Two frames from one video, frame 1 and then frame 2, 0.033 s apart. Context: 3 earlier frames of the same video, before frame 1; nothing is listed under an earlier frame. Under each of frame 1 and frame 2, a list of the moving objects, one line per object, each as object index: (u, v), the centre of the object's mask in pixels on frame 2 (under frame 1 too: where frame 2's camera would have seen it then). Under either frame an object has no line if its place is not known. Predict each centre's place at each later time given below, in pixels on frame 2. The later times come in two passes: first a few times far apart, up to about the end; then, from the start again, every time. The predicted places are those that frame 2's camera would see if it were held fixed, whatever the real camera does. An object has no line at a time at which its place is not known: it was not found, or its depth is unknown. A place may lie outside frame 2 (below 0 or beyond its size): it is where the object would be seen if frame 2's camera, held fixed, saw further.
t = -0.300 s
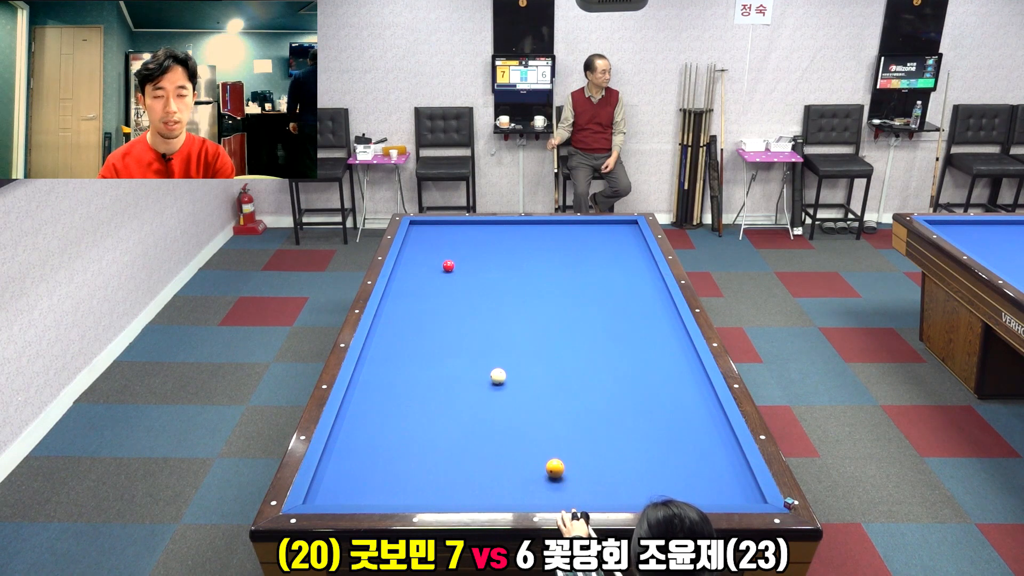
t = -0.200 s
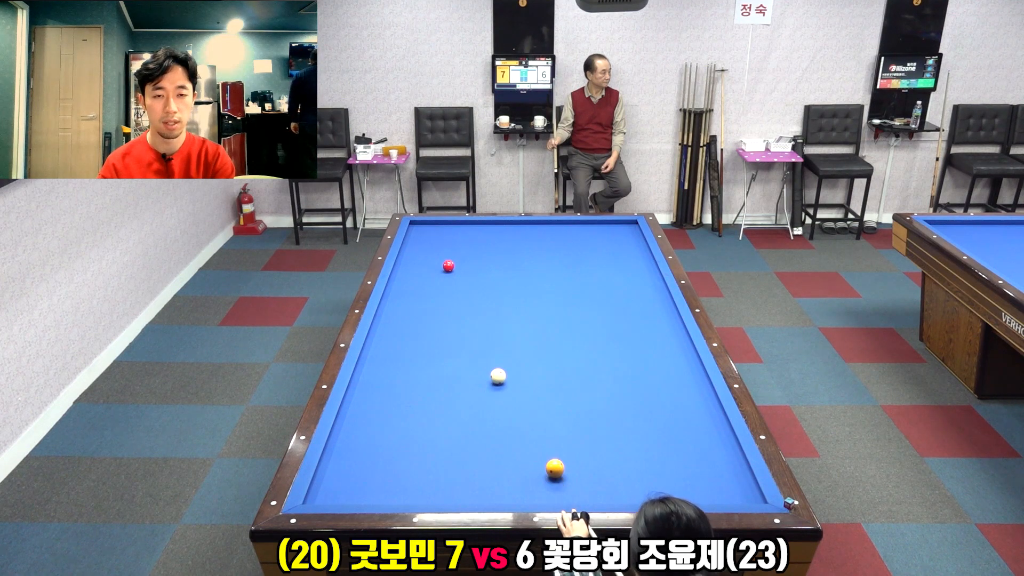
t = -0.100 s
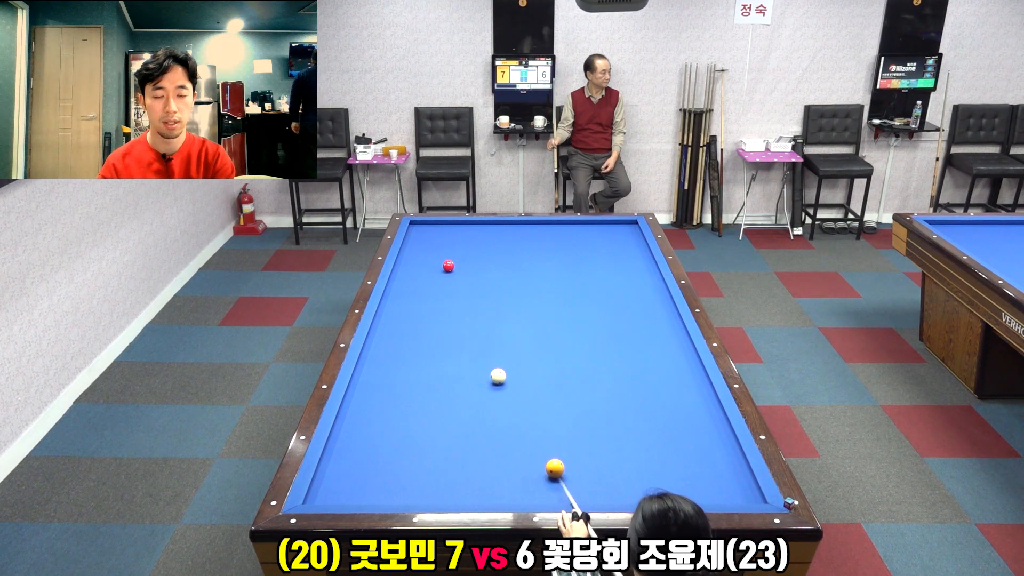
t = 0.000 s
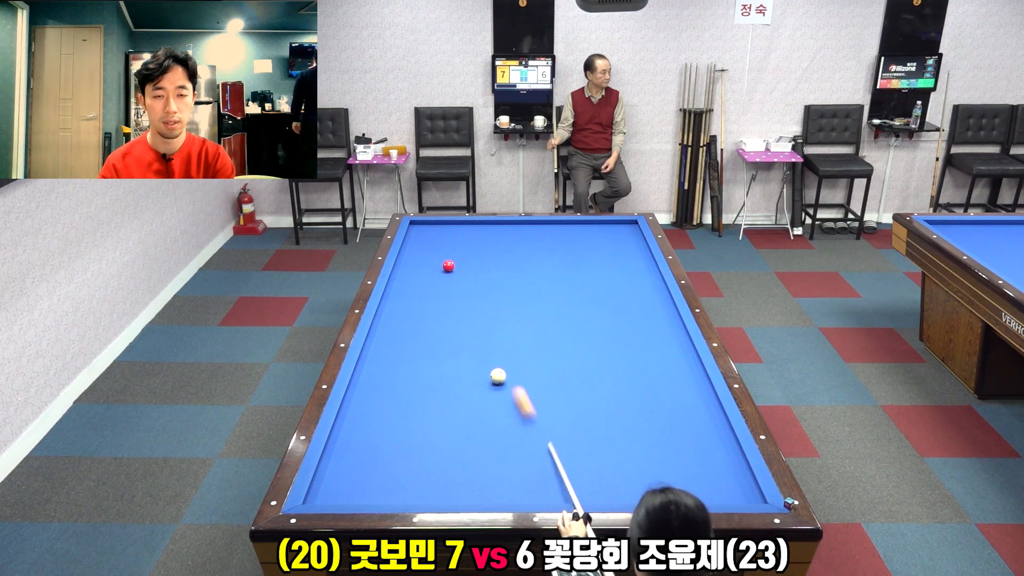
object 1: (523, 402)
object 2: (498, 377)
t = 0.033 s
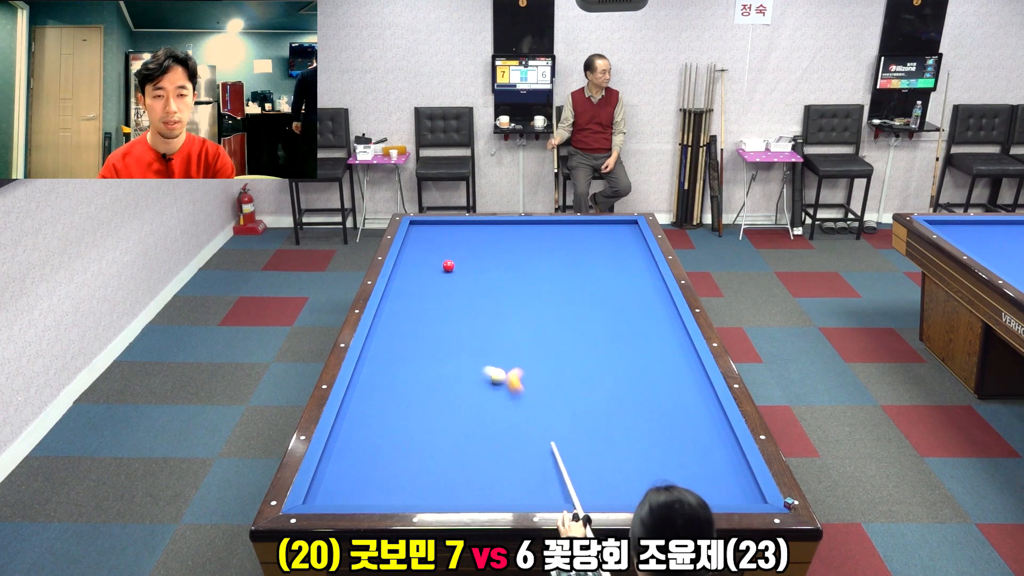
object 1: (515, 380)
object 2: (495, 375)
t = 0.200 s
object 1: (572, 322)
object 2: (386, 340)
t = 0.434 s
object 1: (621, 265)
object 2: (472, 313)
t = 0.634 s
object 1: (631, 230)
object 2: (542, 296)
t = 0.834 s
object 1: (595, 235)
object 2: (604, 282)
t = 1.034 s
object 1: (558, 257)
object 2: (650, 269)
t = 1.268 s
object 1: (513, 281)
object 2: (601, 263)
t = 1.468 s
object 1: (469, 303)
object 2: (571, 257)
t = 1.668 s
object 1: (420, 328)
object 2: (542, 252)
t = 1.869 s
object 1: (366, 357)
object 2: (515, 247)
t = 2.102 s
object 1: (394, 392)
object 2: (484, 241)
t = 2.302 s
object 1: (417, 428)
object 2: (459, 236)
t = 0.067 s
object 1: (526, 366)
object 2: (474, 367)
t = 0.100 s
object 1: (539, 354)
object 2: (450, 361)
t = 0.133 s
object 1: (551, 343)
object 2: (428, 353)
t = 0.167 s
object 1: (562, 332)
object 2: (407, 346)
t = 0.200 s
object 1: (572, 322)
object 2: (386, 340)
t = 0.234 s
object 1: (582, 312)
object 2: (378, 334)
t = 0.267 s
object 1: (590, 303)
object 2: (394, 330)
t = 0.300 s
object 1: (598, 295)
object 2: (411, 327)
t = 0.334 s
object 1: (605, 287)
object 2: (428, 323)
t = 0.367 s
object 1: (610, 279)
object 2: (443, 320)
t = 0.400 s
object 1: (616, 272)
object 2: (458, 316)
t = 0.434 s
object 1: (621, 265)
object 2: (472, 313)
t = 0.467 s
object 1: (625, 259)
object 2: (485, 310)
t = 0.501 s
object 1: (629, 252)
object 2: (497, 307)
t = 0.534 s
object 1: (633, 246)
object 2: (509, 304)
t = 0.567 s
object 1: (637, 240)
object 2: (521, 302)
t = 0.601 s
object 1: (638, 235)
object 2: (532, 299)
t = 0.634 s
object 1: (631, 230)
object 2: (542, 296)
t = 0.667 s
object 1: (624, 226)
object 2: (553, 294)
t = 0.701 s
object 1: (618, 222)
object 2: (564, 291)
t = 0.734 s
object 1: (613, 224)
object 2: (574, 289)
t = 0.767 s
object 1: (607, 228)
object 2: (584, 287)
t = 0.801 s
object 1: (601, 231)
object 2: (594, 284)
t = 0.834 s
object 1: (595, 235)
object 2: (604, 282)
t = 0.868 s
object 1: (589, 239)
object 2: (614, 280)
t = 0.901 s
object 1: (583, 243)
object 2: (623, 277)
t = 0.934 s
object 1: (577, 246)
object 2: (632, 275)
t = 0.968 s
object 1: (571, 250)
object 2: (642, 273)
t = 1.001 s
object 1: (564, 253)
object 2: (651, 270)
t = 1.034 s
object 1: (558, 257)
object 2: (650, 269)
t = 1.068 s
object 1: (552, 261)
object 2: (641, 268)
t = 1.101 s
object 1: (546, 264)
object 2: (634, 268)
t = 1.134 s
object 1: (539, 267)
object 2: (626, 267)
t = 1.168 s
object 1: (533, 270)
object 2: (619, 266)
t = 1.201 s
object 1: (526, 273)
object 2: (613, 265)
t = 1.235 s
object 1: (520, 277)
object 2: (607, 264)
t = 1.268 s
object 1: (513, 281)
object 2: (601, 263)
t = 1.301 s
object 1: (506, 284)
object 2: (596, 262)
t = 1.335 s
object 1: (499, 288)
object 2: (591, 261)
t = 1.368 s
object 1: (492, 291)
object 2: (586, 260)
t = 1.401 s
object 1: (485, 295)
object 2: (581, 259)
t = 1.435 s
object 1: (477, 299)
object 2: (576, 258)
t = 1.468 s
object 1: (469, 303)
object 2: (571, 257)
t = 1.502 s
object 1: (462, 307)
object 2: (566, 256)
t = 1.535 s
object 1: (454, 311)
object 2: (561, 256)
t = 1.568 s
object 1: (446, 315)
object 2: (556, 255)
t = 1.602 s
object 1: (437, 319)
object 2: (552, 254)
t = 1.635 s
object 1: (429, 324)
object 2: (547, 253)
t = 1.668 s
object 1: (420, 328)
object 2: (542, 252)
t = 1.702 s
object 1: (411, 333)
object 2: (538, 251)
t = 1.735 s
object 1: (402, 337)
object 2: (533, 250)
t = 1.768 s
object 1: (393, 342)
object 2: (528, 249)
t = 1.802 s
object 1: (383, 347)
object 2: (524, 249)
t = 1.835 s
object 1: (374, 352)
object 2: (519, 248)
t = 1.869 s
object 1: (366, 357)
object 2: (515, 247)
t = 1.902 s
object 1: (371, 362)
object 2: (510, 246)
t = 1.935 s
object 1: (376, 367)
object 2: (506, 245)
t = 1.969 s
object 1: (380, 371)
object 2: (501, 244)
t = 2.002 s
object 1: (384, 376)
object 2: (497, 244)
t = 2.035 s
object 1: (387, 382)
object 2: (493, 243)
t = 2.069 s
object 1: (390, 387)
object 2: (488, 242)
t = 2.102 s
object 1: (394, 392)
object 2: (484, 241)
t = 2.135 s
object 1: (398, 398)
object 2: (480, 240)
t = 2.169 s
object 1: (401, 403)
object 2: (476, 240)
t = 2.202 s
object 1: (405, 409)
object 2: (472, 239)
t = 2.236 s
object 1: (409, 415)
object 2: (467, 238)
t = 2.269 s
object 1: (413, 421)
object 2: (463, 237)
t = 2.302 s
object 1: (417, 428)
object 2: (459, 236)
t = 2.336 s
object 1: (421, 434)
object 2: (455, 236)
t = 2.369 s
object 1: (426, 441)
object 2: (451, 235)
